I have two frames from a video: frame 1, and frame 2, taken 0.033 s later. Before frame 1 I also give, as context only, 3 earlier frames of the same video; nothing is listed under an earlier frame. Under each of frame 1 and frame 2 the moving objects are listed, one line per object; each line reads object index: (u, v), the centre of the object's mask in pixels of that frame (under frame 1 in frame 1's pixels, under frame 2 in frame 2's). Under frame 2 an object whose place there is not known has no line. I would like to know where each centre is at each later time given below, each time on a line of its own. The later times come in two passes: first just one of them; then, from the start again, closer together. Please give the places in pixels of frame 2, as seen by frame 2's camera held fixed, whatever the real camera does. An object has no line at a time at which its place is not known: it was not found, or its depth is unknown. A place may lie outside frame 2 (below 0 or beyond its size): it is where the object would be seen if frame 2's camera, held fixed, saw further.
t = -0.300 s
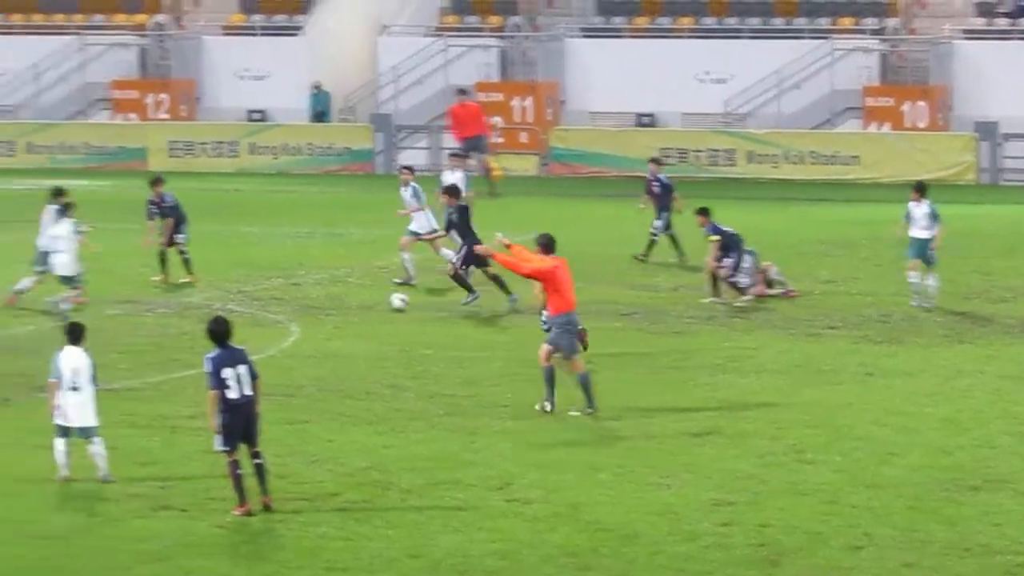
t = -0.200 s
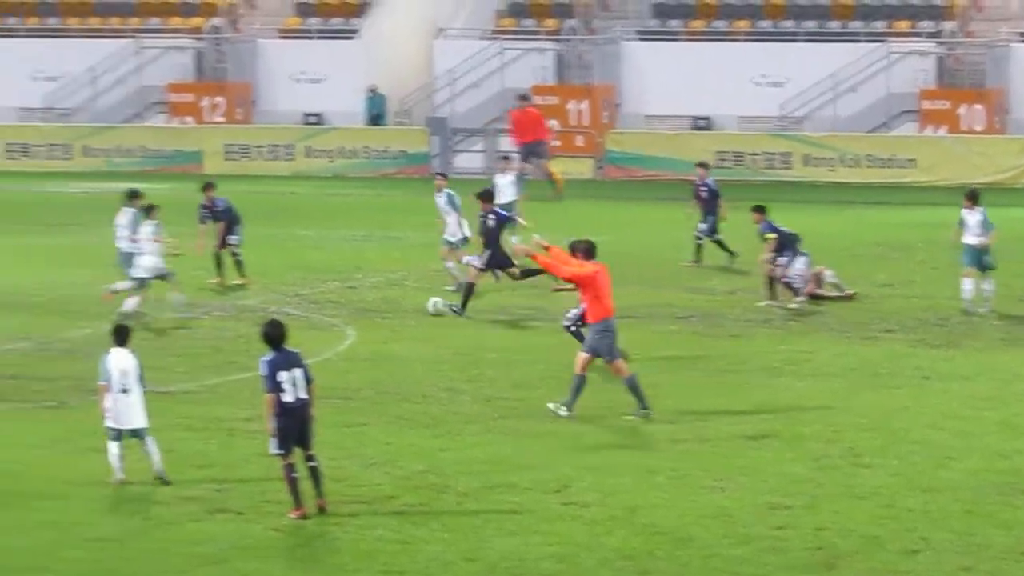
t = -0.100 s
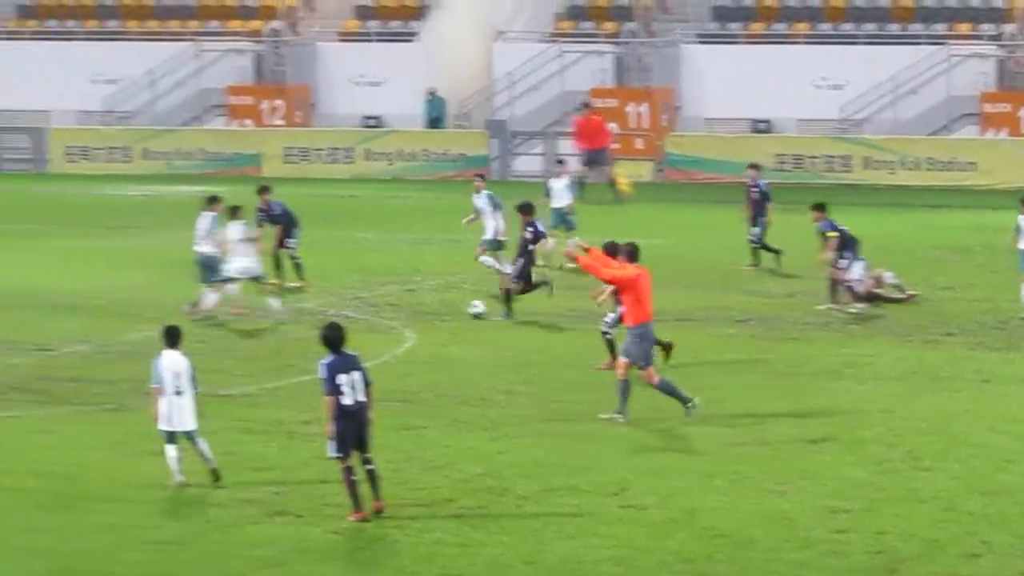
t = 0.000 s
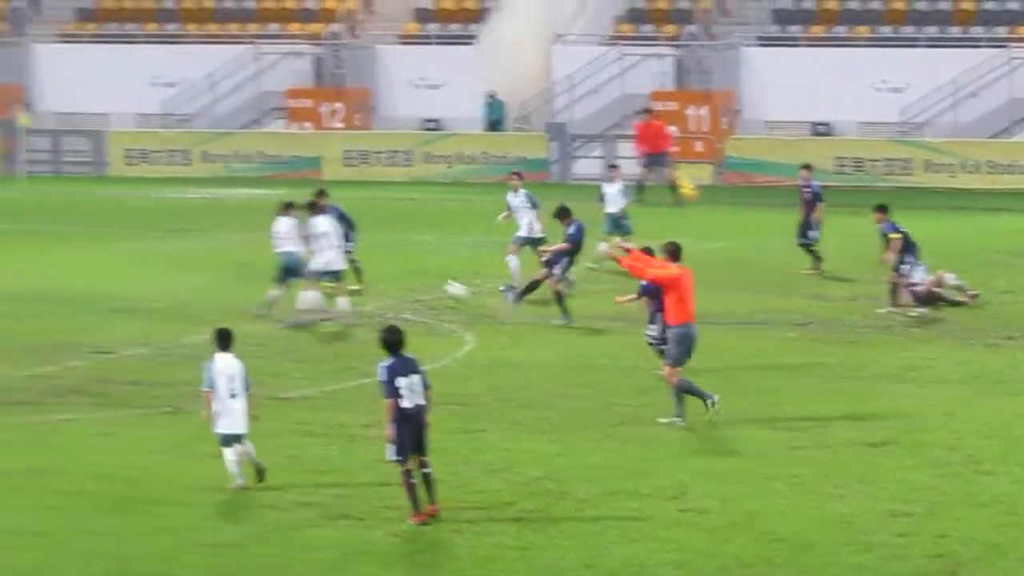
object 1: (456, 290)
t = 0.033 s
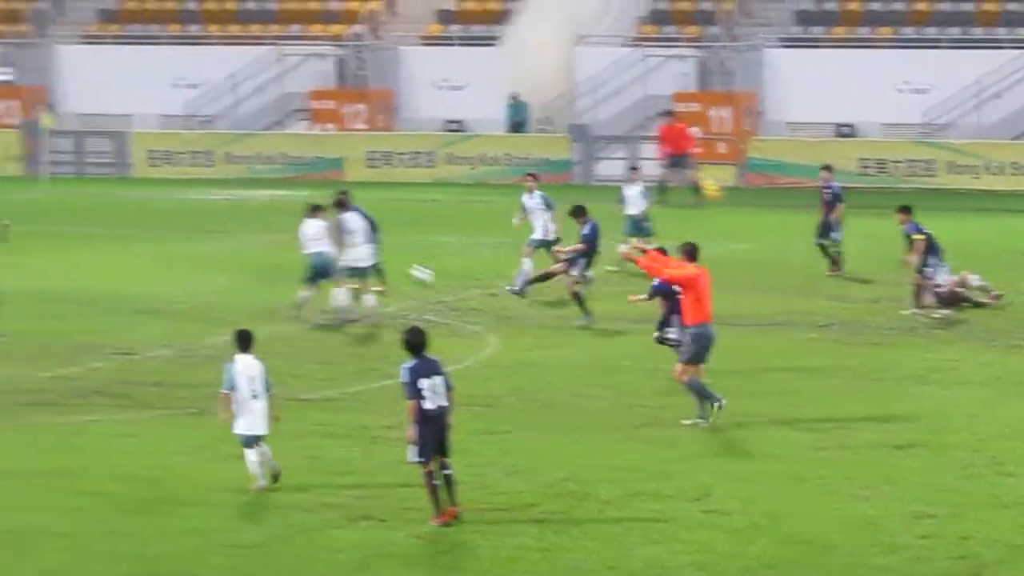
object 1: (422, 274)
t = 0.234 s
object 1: (89, 192)
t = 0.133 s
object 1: (253, 230)
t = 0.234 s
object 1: (89, 192)
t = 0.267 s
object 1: (34, 181)
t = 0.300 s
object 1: (-21, 169)
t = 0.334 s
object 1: (-78, 157)
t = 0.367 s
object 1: (-135, 147)
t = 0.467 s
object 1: (-306, 117)
